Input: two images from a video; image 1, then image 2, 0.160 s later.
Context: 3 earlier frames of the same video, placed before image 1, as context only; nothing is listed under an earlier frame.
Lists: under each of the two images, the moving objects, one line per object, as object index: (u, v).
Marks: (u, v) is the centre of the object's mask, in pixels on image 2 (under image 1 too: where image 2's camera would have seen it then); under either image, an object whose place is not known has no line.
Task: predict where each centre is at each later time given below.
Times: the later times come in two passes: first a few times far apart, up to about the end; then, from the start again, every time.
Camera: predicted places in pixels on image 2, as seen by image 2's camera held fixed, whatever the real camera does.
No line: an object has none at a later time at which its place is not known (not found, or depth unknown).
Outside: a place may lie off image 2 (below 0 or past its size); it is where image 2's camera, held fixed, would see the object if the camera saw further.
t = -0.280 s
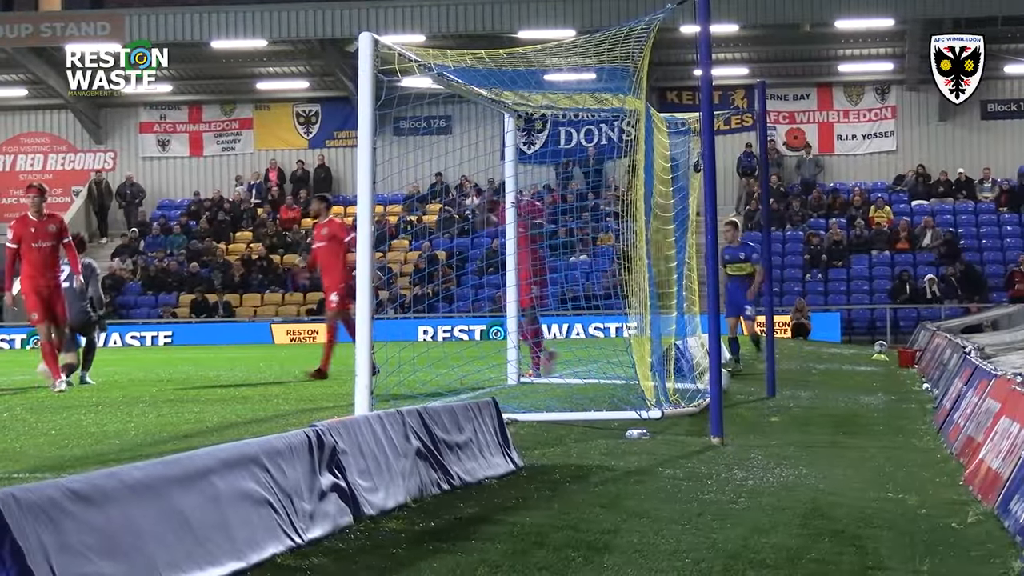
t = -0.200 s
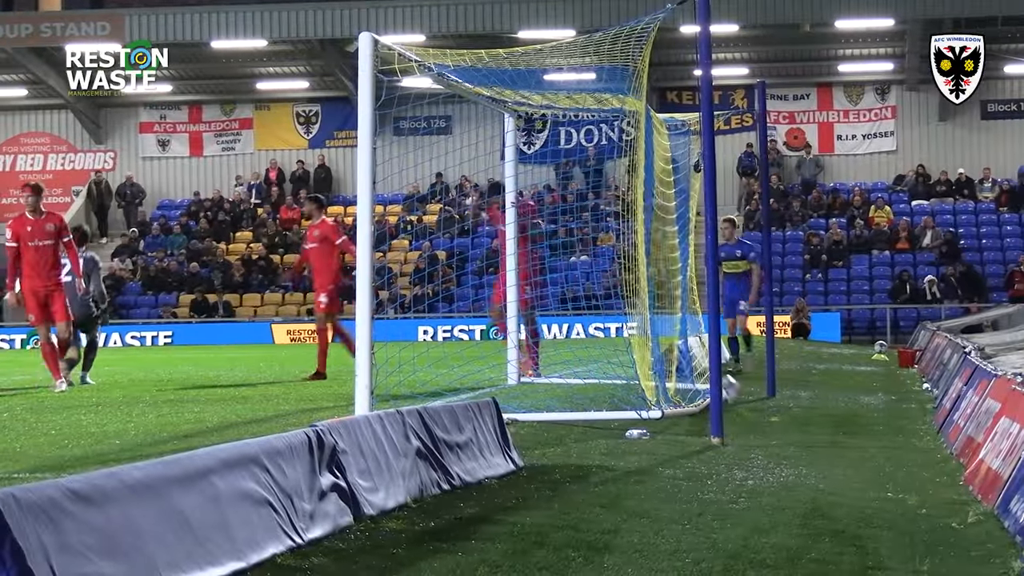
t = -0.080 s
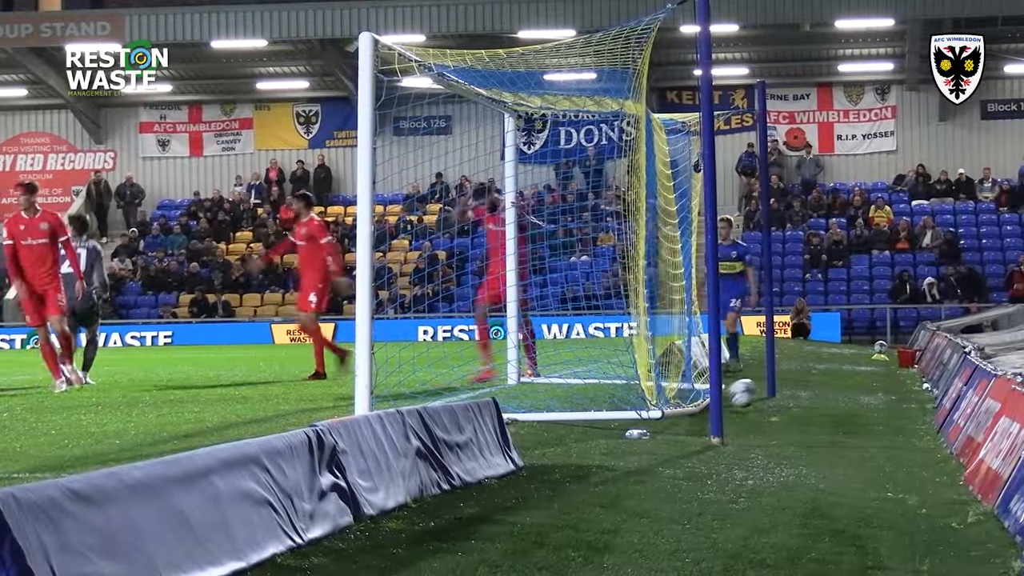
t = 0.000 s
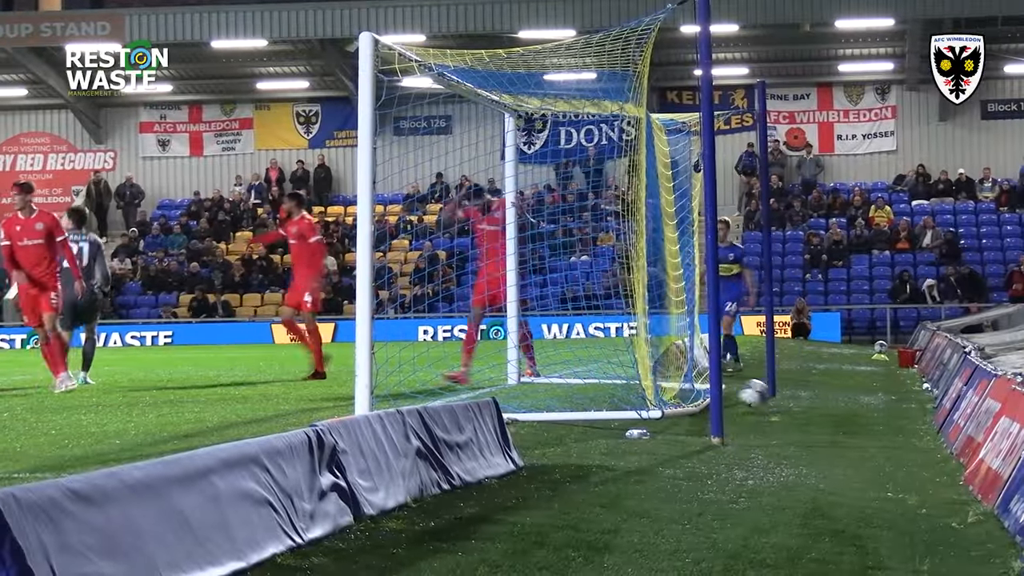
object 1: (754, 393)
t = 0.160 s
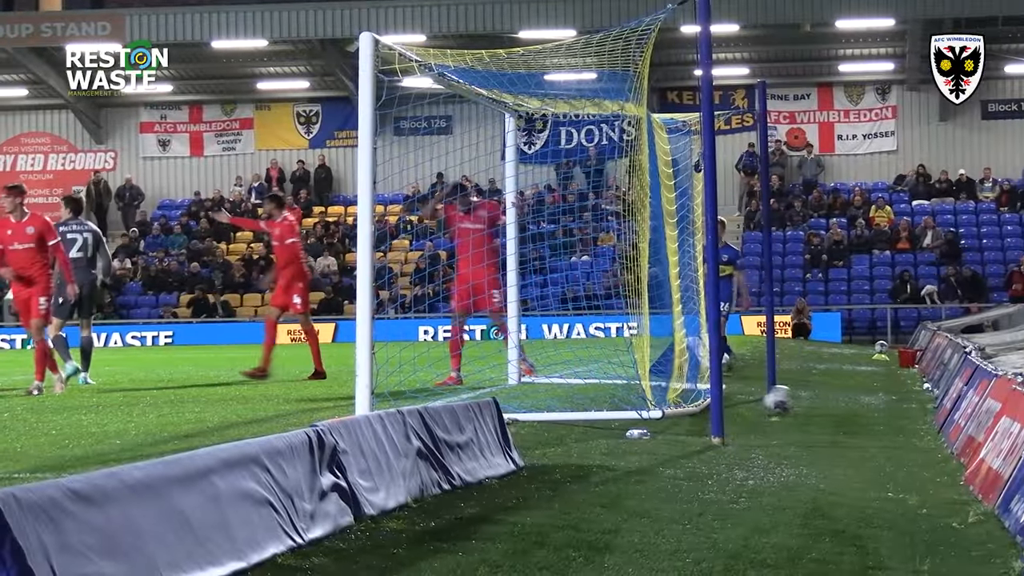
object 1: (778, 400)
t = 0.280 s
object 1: (797, 403)
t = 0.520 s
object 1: (838, 406)
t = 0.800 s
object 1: (887, 410)
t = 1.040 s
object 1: (930, 414)
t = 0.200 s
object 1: (784, 400)
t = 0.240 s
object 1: (791, 402)
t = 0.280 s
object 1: (797, 403)
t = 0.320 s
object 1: (804, 404)
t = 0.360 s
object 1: (810, 404)
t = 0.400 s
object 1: (817, 405)
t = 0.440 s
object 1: (825, 406)
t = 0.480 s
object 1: (831, 406)
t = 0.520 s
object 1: (838, 406)
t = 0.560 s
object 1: (846, 408)
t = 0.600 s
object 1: (852, 408)
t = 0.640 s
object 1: (859, 409)
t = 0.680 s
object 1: (866, 409)
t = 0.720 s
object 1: (874, 410)
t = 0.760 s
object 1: (881, 410)
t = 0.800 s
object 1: (887, 410)
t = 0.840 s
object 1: (895, 412)
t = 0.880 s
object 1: (902, 412)
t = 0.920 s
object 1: (910, 412)
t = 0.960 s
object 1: (917, 412)
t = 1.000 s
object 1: (924, 413)
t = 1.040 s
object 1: (930, 414)
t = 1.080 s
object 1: (930, 410)
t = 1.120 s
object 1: (928, 405)
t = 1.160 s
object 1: (926, 405)
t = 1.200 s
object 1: (926, 406)
